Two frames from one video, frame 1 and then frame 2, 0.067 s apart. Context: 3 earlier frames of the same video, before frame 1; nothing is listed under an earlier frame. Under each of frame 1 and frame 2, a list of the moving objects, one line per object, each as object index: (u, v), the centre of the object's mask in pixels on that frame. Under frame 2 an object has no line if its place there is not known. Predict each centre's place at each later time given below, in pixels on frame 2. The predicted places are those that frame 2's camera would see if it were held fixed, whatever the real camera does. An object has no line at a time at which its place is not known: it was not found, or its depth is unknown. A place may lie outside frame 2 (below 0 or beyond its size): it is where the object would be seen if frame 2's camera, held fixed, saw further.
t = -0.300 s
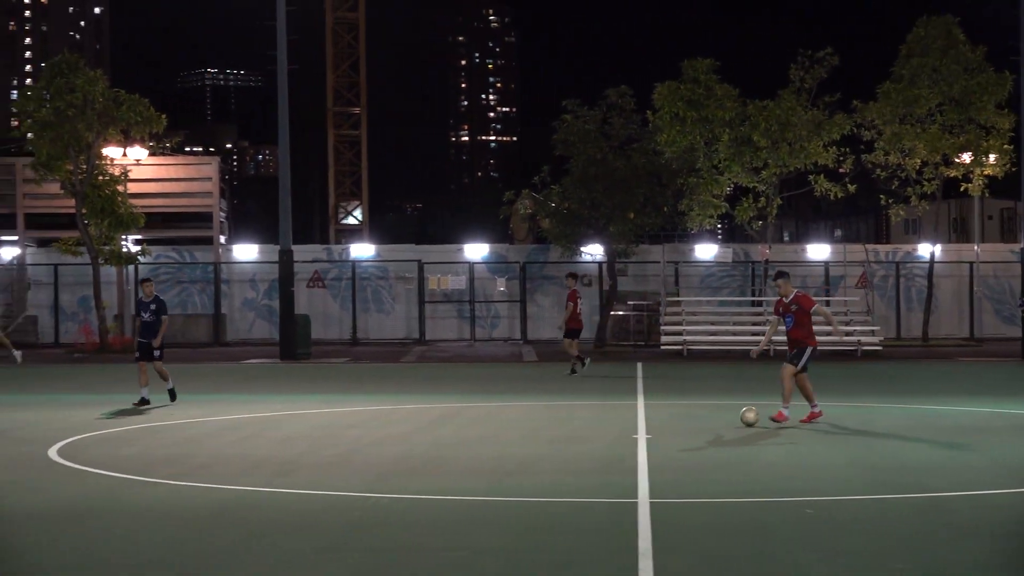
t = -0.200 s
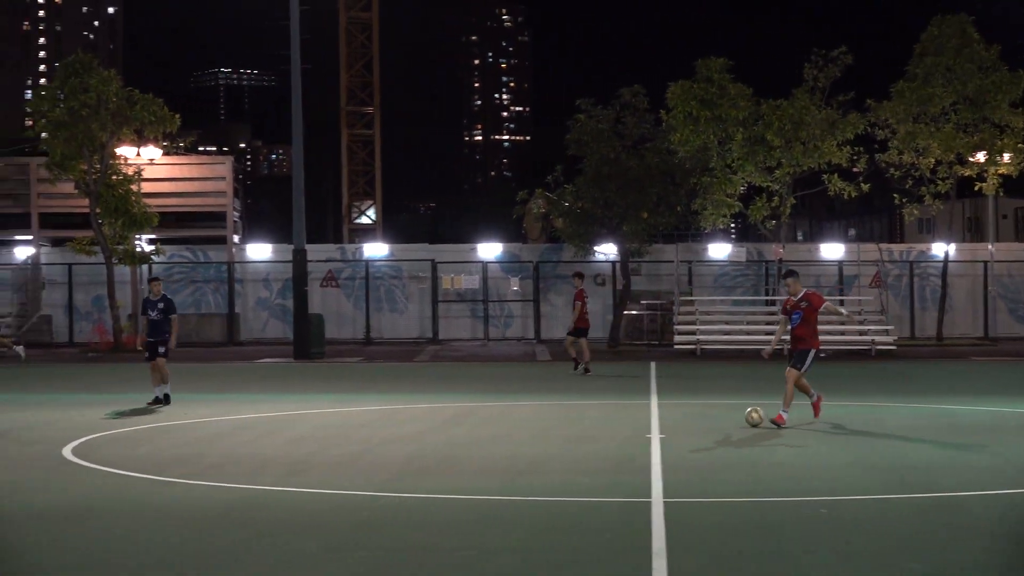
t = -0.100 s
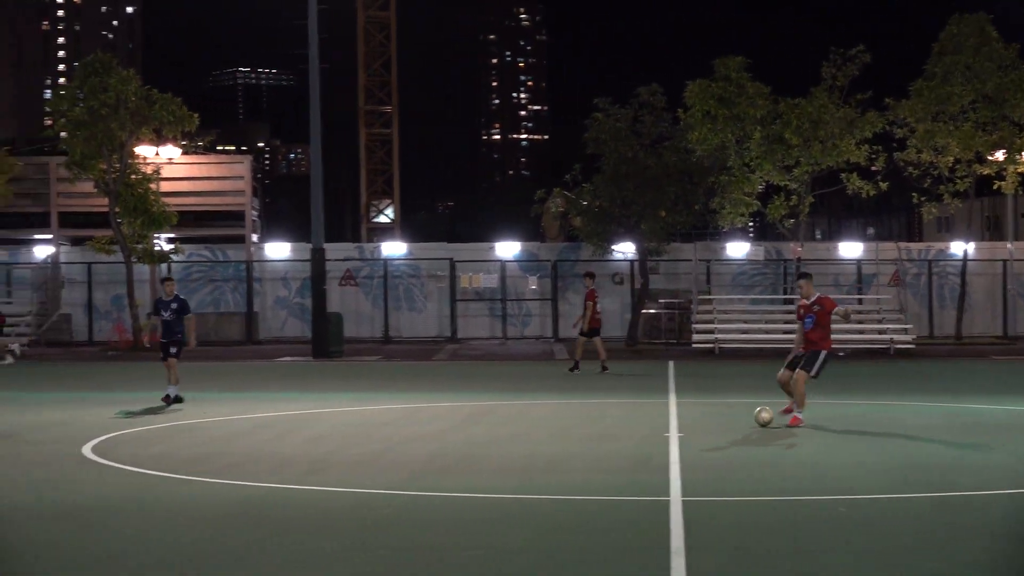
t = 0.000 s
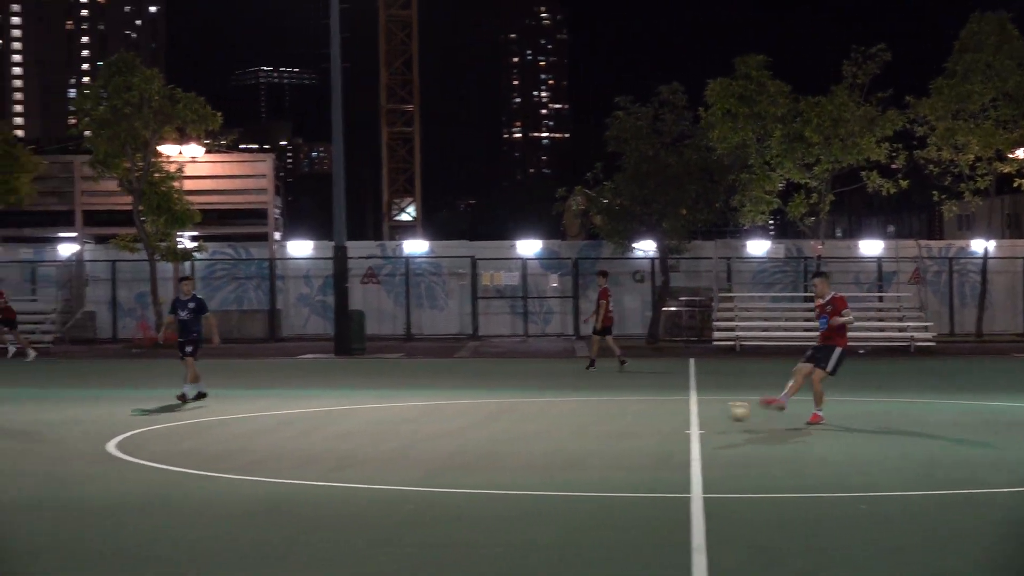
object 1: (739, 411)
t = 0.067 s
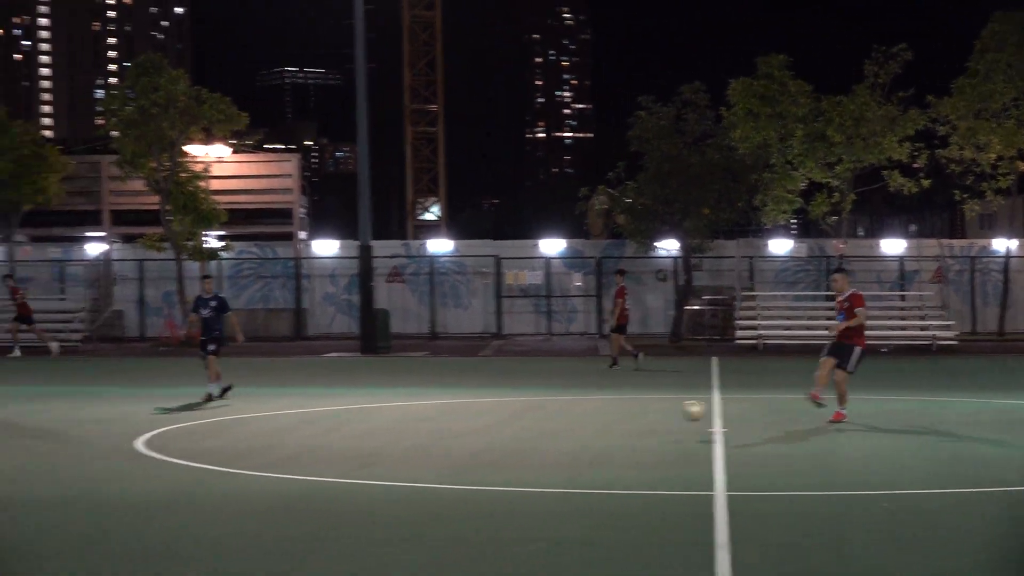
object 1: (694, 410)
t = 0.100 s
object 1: (656, 414)
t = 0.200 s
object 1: (553, 432)
